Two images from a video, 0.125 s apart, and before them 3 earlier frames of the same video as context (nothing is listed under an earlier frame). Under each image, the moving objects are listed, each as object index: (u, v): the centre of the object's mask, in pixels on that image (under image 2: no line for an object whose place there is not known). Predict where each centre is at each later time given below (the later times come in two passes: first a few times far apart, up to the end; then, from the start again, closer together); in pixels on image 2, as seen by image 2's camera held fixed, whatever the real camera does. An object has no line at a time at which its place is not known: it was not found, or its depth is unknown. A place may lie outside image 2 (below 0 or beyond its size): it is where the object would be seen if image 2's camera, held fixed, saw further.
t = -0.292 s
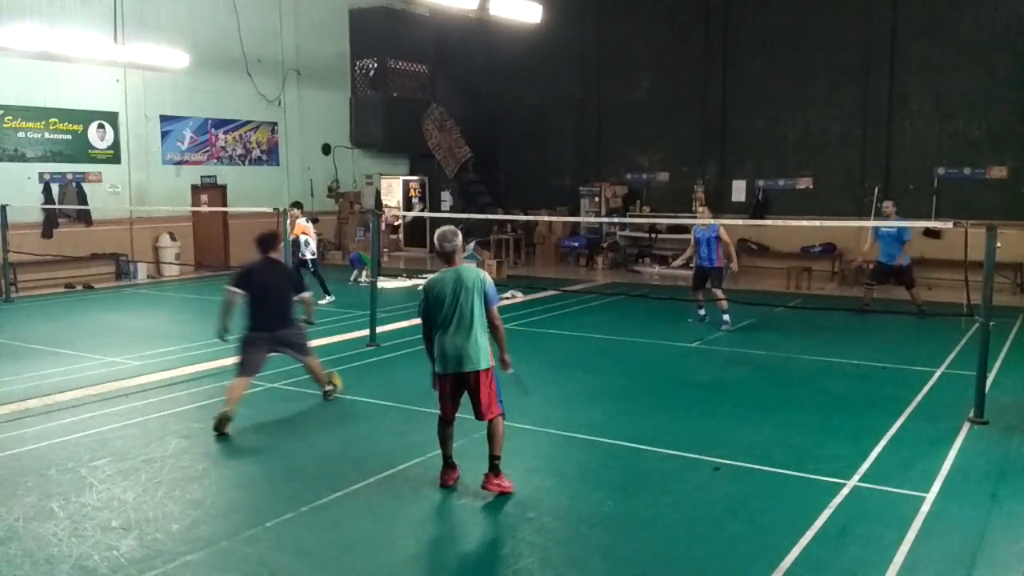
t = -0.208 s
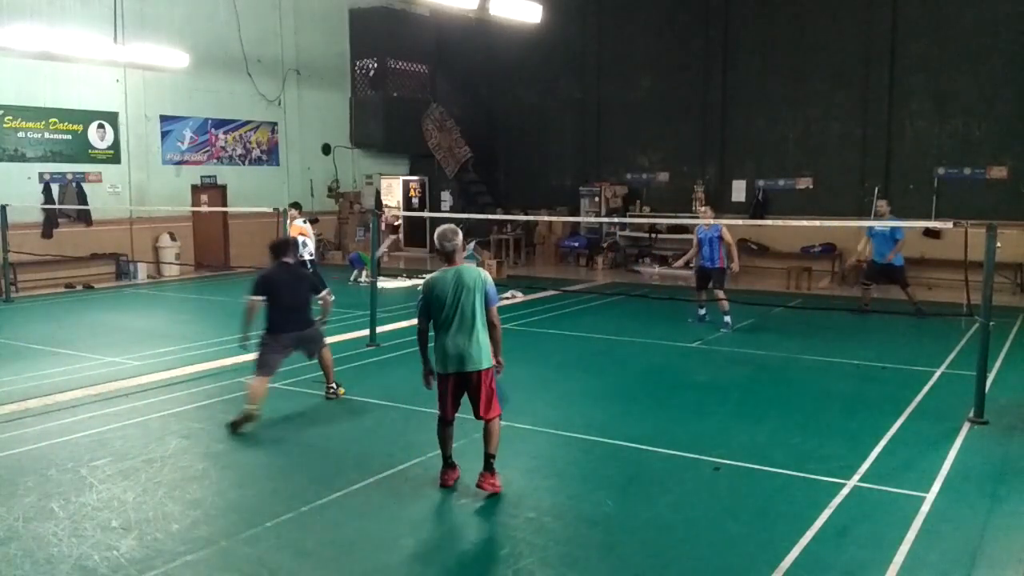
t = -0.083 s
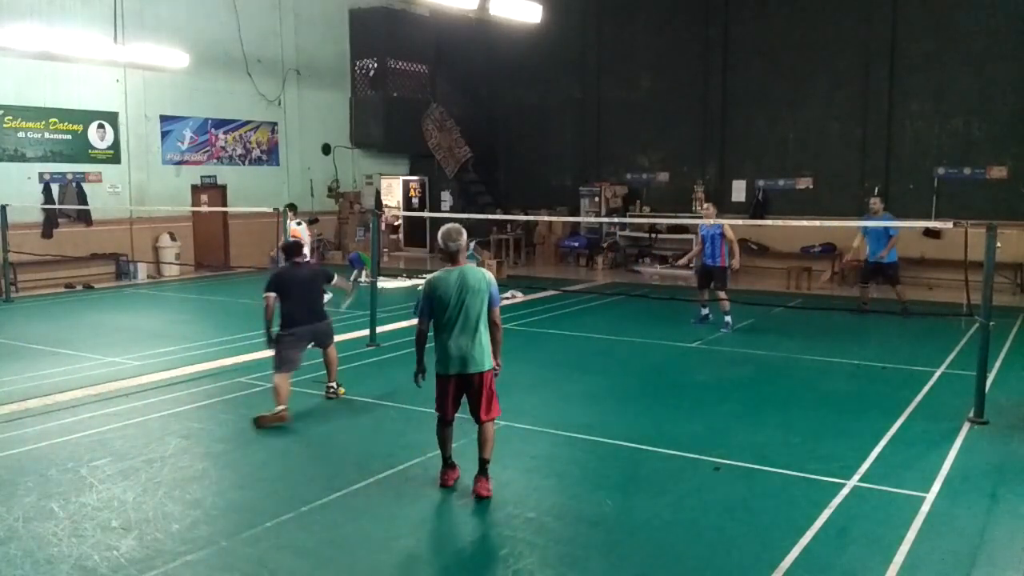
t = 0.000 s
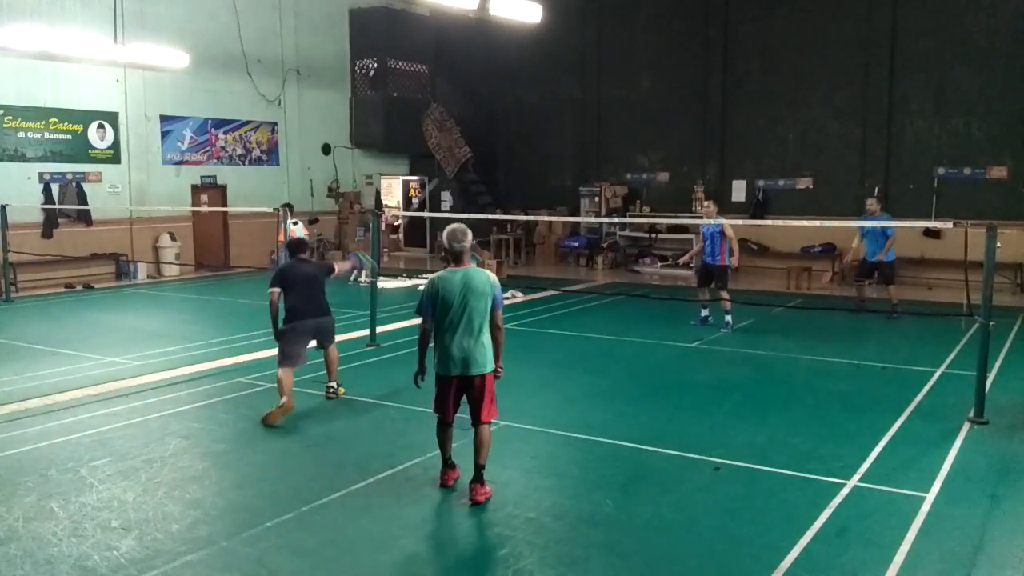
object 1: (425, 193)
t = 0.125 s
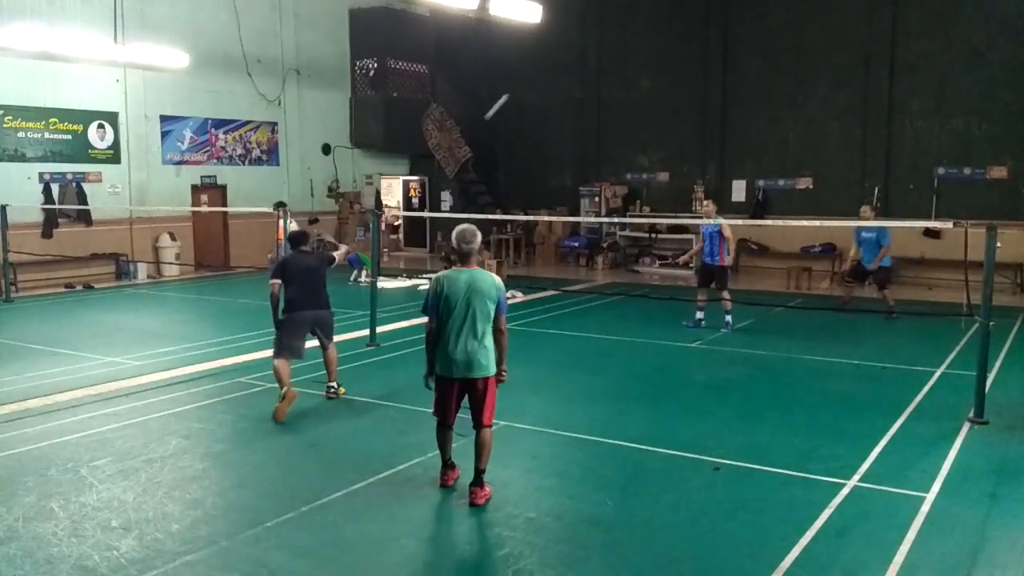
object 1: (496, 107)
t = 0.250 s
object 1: (544, 59)
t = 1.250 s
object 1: (689, 163)
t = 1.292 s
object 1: (692, 176)
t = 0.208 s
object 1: (530, 72)
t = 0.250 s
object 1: (544, 59)
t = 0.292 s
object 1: (556, 49)
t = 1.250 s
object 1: (689, 163)
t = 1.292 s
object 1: (692, 176)
